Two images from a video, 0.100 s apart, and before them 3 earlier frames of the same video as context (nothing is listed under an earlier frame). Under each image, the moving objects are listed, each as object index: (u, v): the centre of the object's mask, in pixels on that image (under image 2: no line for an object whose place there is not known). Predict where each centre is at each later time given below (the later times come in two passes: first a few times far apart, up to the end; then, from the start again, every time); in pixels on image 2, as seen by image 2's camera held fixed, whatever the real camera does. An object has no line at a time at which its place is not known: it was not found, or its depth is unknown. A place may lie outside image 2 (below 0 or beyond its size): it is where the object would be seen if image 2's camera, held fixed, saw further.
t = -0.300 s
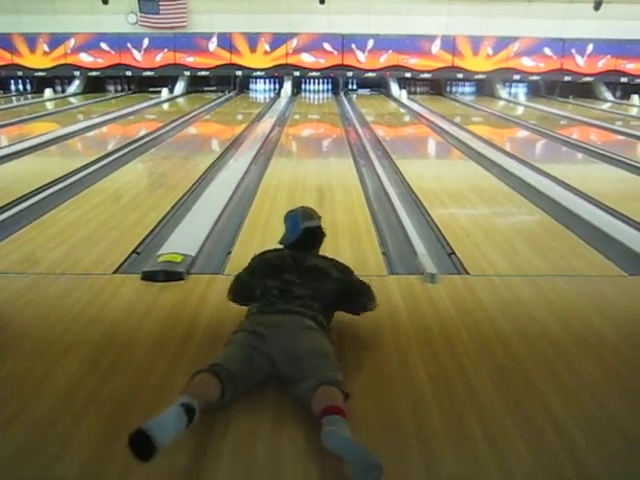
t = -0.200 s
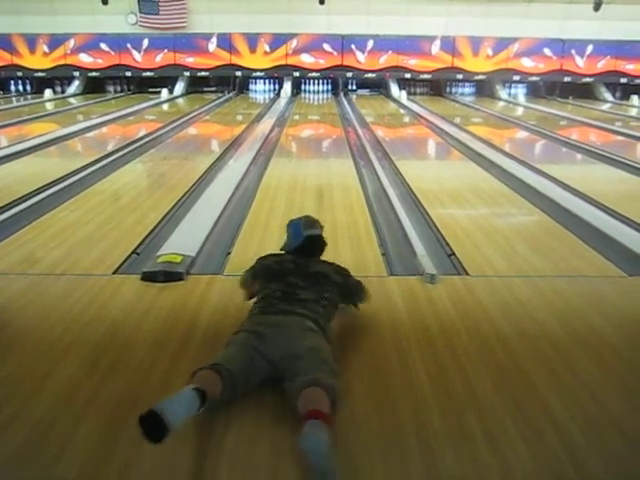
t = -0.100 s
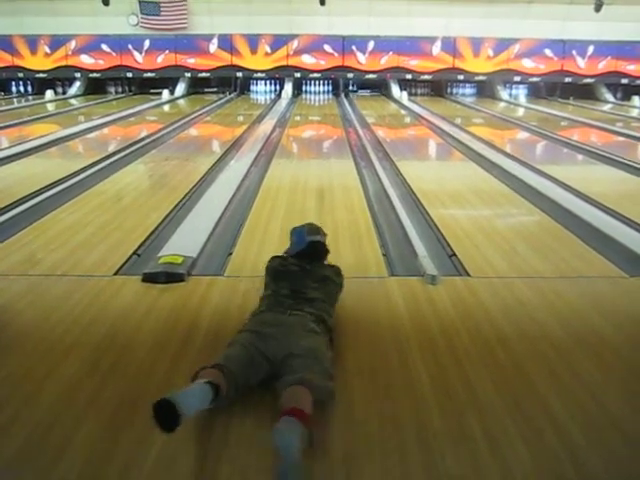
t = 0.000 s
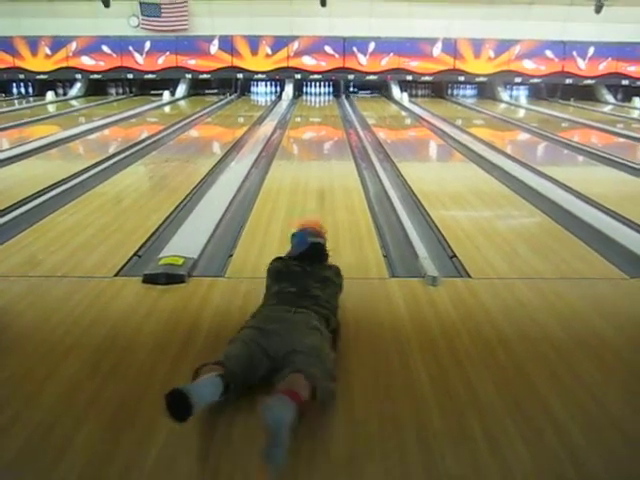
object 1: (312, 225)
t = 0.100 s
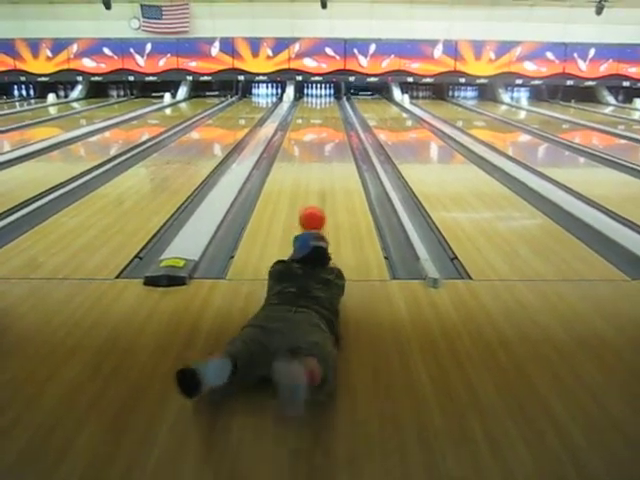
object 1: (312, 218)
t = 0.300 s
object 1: (312, 195)
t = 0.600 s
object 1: (312, 169)
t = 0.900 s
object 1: (313, 152)
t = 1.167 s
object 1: (313, 140)
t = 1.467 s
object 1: (313, 128)
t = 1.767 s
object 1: (313, 120)
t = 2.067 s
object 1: (314, 115)
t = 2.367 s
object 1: (314, 111)
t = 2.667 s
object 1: (314, 106)
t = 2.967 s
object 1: (315, 101)
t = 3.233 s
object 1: (315, 100)
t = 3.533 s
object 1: (315, 98)
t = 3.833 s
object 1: (314, 96)
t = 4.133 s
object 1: (314, 95)
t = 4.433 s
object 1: (312, 94)
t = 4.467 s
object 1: (311, 92)
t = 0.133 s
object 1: (312, 215)
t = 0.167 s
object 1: (312, 210)
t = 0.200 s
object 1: (312, 206)
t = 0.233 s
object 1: (312, 203)
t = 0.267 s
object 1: (312, 199)
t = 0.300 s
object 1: (312, 195)
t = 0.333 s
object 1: (312, 191)
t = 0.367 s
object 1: (312, 188)
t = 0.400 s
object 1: (312, 185)
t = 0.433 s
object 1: (312, 182)
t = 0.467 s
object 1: (312, 179)
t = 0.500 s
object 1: (312, 176)
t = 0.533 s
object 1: (312, 173)
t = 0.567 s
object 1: (312, 171)
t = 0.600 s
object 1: (312, 169)
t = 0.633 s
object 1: (312, 167)
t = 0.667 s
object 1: (312, 165)
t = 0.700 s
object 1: (312, 163)
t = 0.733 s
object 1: (312, 160)
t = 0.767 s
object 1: (313, 158)
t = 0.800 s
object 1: (312, 157)
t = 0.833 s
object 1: (312, 154)
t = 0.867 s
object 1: (313, 153)
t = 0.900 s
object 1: (313, 152)
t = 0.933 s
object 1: (313, 149)
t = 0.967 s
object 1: (313, 148)
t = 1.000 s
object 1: (313, 147)
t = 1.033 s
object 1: (313, 146)
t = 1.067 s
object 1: (313, 144)
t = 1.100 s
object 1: (313, 143)
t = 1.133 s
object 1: (313, 141)
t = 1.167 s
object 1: (313, 140)
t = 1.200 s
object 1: (313, 139)
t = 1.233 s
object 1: (313, 137)
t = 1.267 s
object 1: (313, 136)
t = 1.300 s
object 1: (313, 135)
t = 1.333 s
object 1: (313, 134)
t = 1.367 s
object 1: (313, 132)
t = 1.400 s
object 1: (313, 132)
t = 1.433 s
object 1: (313, 130)
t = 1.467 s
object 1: (313, 128)
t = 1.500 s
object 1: (314, 127)
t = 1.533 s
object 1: (314, 128)
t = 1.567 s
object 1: (314, 127)
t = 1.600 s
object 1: (314, 125)
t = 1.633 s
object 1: (314, 125)
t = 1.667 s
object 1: (313, 123)
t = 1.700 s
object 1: (313, 123)
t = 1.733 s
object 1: (314, 121)
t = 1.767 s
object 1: (313, 120)
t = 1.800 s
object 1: (314, 120)
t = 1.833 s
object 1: (314, 119)
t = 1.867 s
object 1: (314, 118)
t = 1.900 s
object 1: (314, 118)
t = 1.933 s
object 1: (314, 117)
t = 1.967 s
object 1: (314, 117)
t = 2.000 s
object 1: (314, 117)
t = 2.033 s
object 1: (314, 115)
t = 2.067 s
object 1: (314, 115)
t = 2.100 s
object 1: (314, 114)
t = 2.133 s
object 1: (315, 114)
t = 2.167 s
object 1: (314, 114)
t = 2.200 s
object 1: (314, 113)
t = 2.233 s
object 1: (314, 112)
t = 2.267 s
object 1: (314, 112)
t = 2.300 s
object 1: (314, 111)
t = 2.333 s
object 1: (314, 111)
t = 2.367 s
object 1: (314, 111)
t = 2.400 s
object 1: (314, 111)
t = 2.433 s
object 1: (314, 109)
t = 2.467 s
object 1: (314, 109)
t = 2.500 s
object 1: (314, 108)
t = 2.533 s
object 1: (314, 108)
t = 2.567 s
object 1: (314, 108)
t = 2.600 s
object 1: (314, 107)
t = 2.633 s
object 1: (314, 107)
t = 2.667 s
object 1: (314, 106)
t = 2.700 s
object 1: (314, 106)
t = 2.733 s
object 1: (314, 106)
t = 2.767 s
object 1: (314, 105)
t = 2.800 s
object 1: (315, 104)
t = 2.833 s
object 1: (315, 104)
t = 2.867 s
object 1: (315, 103)
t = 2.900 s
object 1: (315, 104)
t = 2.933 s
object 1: (315, 102)
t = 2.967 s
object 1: (315, 101)
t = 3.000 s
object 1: (315, 101)
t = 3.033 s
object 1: (315, 101)
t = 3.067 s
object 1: (315, 101)
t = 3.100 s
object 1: (315, 101)
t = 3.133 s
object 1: (315, 101)
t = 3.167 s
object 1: (315, 100)
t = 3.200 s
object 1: (315, 100)
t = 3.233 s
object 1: (315, 100)
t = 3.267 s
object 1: (315, 100)
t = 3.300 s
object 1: (315, 100)
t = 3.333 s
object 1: (315, 100)
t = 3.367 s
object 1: (315, 99)
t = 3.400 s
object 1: (315, 99)
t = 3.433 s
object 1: (315, 98)
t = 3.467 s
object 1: (315, 98)
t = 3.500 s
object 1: (315, 98)
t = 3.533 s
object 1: (315, 98)
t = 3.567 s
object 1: (315, 98)
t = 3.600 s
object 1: (315, 98)
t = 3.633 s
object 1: (315, 97)
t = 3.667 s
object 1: (315, 97)
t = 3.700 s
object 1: (314, 97)
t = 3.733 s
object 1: (314, 97)
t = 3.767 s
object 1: (314, 97)
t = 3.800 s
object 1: (314, 97)
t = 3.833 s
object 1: (314, 96)
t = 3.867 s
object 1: (314, 96)
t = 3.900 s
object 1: (314, 95)
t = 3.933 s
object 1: (314, 96)
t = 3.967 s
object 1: (314, 96)
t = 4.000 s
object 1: (314, 95)
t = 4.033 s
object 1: (314, 95)
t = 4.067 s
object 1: (313, 95)
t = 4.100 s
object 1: (314, 95)
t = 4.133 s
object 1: (314, 95)
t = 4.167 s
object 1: (314, 95)
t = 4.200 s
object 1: (314, 95)
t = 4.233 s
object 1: (314, 95)
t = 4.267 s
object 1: (314, 94)
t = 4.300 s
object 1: (313, 95)
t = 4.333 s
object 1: (313, 94)
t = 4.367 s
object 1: (313, 94)
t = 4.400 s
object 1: (312, 94)
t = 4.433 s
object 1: (312, 94)
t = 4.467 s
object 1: (311, 92)
